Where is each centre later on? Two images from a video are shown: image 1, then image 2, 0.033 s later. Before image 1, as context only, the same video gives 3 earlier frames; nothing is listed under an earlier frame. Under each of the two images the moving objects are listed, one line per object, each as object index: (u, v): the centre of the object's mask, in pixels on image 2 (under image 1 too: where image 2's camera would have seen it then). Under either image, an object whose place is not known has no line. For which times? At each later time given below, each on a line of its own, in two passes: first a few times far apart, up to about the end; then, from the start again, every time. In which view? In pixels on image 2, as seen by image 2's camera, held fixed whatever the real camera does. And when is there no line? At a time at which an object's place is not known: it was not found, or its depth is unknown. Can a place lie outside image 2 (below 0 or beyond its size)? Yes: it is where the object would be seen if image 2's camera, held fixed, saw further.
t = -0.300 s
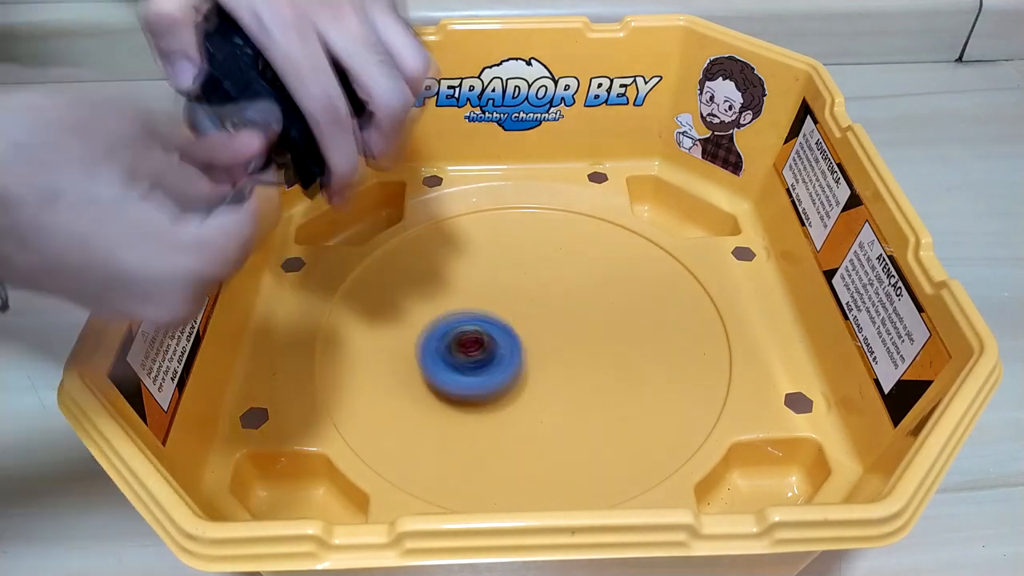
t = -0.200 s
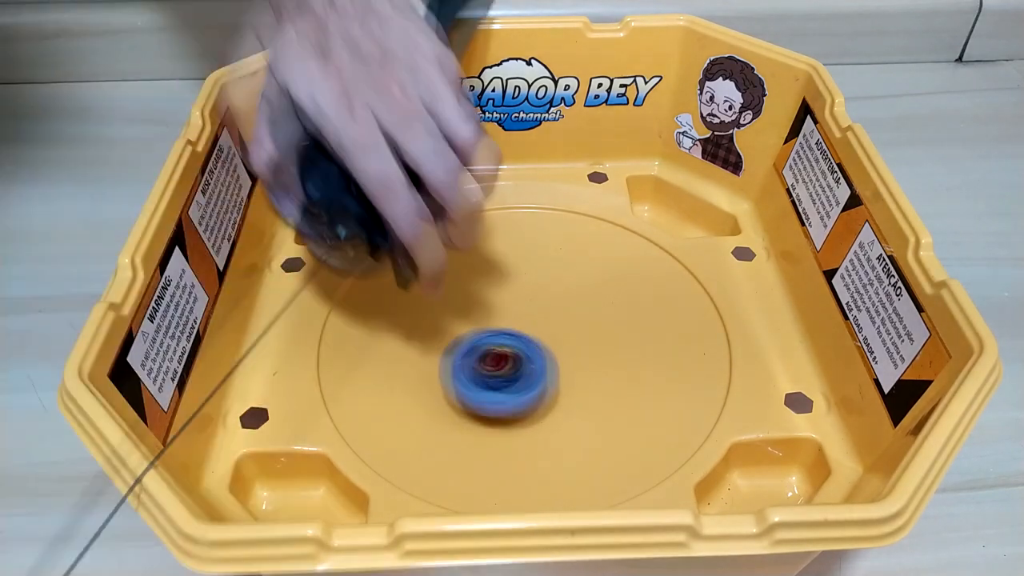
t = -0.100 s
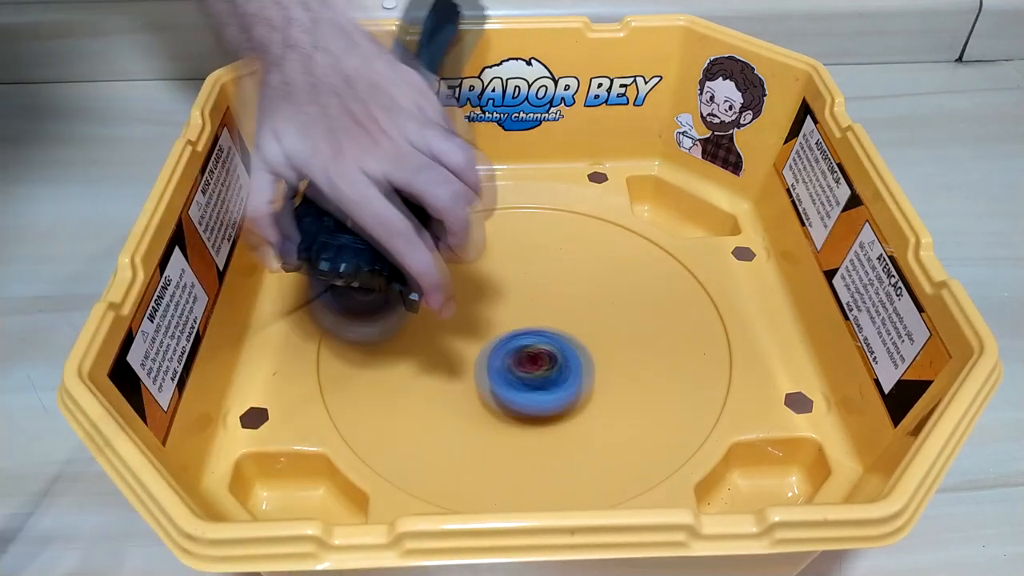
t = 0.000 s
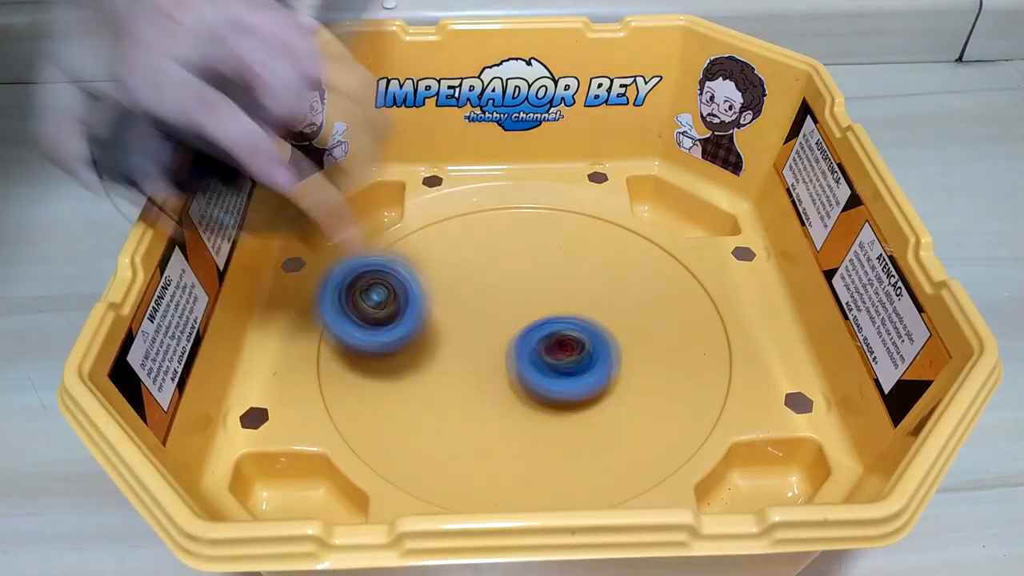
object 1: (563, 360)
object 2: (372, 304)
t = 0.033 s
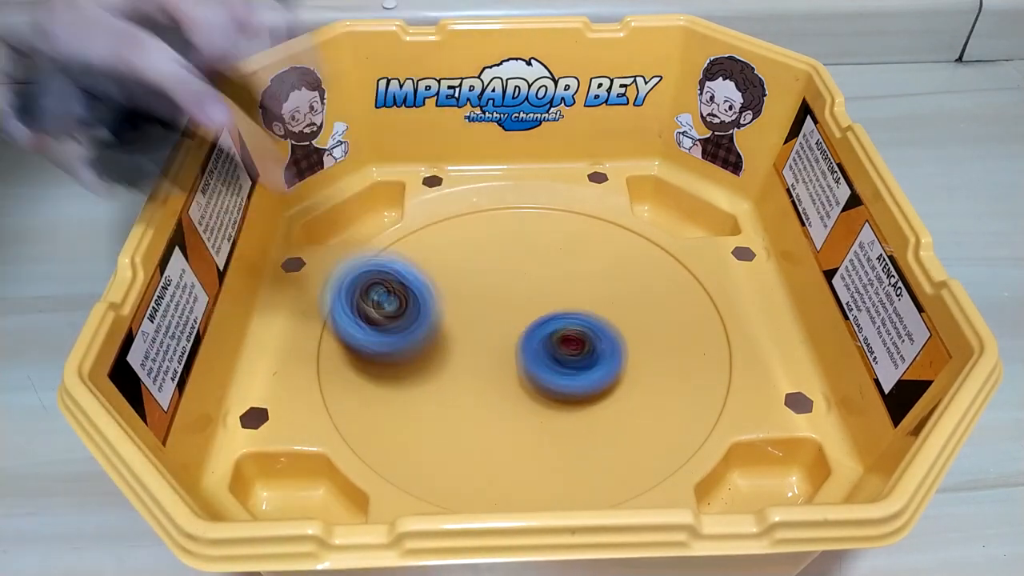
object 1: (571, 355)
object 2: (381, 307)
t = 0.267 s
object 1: (586, 301)
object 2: (483, 377)
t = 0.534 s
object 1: (594, 224)
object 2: (470, 442)
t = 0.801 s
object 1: (492, 292)
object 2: (485, 384)
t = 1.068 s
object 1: (444, 173)
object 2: (528, 450)
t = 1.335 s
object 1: (479, 233)
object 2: (543, 323)
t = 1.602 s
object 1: (435, 246)
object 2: (698, 395)
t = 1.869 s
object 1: (501, 324)
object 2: (559, 419)
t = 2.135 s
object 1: (530, 242)
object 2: (499, 466)
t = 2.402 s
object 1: (523, 299)
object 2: (549, 429)
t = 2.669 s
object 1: (504, 374)
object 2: (706, 377)
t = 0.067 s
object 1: (576, 350)
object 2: (393, 325)
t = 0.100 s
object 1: (578, 345)
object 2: (406, 341)
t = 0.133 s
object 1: (581, 339)
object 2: (424, 343)
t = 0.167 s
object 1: (579, 333)
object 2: (443, 340)
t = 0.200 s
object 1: (577, 327)
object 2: (463, 351)
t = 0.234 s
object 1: (577, 317)
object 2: (479, 364)
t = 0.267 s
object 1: (586, 301)
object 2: (483, 377)
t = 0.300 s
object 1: (599, 281)
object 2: (481, 394)
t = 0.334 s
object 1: (610, 260)
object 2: (479, 406)
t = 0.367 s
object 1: (616, 245)
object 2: (476, 419)
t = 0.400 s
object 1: (617, 235)
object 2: (474, 429)
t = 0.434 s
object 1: (615, 227)
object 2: (473, 436)
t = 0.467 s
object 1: (610, 223)
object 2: (471, 442)
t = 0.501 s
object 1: (603, 222)
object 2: (470, 444)
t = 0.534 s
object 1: (594, 224)
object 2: (470, 442)
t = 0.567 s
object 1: (583, 229)
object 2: (469, 440)
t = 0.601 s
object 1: (570, 235)
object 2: (470, 432)
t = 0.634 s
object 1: (557, 243)
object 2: (471, 426)
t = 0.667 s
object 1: (543, 254)
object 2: (472, 417)
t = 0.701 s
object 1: (530, 264)
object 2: (475, 407)
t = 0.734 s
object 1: (517, 275)
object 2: (477, 396)
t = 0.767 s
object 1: (505, 287)
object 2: (480, 385)
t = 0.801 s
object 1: (492, 292)
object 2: (485, 384)
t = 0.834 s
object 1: (479, 277)
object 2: (489, 403)
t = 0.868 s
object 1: (467, 247)
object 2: (496, 431)
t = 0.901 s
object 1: (457, 220)
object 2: (501, 451)
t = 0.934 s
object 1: (450, 197)
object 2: (504, 464)
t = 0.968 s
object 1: (446, 185)
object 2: (511, 468)
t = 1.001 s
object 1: (444, 179)
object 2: (518, 465)
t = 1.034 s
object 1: (444, 174)
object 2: (523, 461)
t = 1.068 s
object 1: (444, 173)
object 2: (528, 450)
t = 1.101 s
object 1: (447, 173)
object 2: (531, 436)
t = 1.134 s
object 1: (449, 175)
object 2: (535, 421)
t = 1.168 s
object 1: (452, 178)
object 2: (537, 405)
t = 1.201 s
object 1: (456, 184)
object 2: (539, 388)
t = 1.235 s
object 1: (461, 192)
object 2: (541, 371)
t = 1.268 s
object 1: (466, 202)
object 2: (542, 354)
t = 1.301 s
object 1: (471, 217)
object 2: (542, 336)
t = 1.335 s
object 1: (479, 233)
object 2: (543, 323)
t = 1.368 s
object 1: (483, 246)
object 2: (551, 314)
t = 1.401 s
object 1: (473, 244)
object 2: (570, 317)
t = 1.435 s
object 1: (456, 237)
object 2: (595, 330)
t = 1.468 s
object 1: (445, 233)
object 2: (620, 341)
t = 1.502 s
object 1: (438, 232)
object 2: (643, 354)
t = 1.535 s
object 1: (434, 233)
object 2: (664, 365)
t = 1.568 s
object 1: (434, 238)
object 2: (683, 381)
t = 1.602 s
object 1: (435, 246)
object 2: (698, 395)
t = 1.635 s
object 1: (438, 255)
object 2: (702, 404)
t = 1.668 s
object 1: (443, 265)
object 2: (693, 408)
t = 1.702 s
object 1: (450, 275)
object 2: (678, 418)
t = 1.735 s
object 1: (458, 286)
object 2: (659, 426)
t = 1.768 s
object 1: (468, 296)
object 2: (636, 427)
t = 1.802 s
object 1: (478, 307)
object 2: (609, 428)
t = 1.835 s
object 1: (490, 316)
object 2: (583, 424)
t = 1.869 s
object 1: (501, 324)
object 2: (559, 419)
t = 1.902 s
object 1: (512, 331)
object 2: (536, 413)
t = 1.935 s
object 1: (522, 327)
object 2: (516, 415)
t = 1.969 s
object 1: (524, 306)
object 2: (503, 427)
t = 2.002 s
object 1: (526, 288)
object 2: (493, 441)
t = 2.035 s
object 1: (528, 272)
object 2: (489, 452)
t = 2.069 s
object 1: (528, 259)
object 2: (490, 459)
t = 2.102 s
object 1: (530, 248)
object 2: (494, 463)
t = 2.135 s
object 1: (530, 242)
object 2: (499, 466)
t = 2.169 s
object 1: (530, 238)
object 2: (504, 467)
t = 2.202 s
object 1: (531, 237)
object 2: (506, 467)
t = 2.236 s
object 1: (530, 242)
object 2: (507, 466)
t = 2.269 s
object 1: (528, 250)
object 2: (509, 464)
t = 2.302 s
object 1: (527, 259)
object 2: (513, 459)
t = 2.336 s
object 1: (524, 270)
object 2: (521, 450)
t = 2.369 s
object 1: (523, 284)
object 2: (533, 440)
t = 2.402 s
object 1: (523, 299)
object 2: (549, 429)
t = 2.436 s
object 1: (522, 314)
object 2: (568, 419)
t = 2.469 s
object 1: (523, 331)
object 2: (588, 409)
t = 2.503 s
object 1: (524, 345)
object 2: (609, 399)
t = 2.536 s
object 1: (521, 356)
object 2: (631, 391)
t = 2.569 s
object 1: (517, 363)
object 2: (653, 385)
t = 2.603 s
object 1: (512, 369)
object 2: (674, 382)
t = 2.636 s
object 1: (507, 374)
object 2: (691, 379)
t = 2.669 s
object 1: (504, 374)
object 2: (706, 377)
